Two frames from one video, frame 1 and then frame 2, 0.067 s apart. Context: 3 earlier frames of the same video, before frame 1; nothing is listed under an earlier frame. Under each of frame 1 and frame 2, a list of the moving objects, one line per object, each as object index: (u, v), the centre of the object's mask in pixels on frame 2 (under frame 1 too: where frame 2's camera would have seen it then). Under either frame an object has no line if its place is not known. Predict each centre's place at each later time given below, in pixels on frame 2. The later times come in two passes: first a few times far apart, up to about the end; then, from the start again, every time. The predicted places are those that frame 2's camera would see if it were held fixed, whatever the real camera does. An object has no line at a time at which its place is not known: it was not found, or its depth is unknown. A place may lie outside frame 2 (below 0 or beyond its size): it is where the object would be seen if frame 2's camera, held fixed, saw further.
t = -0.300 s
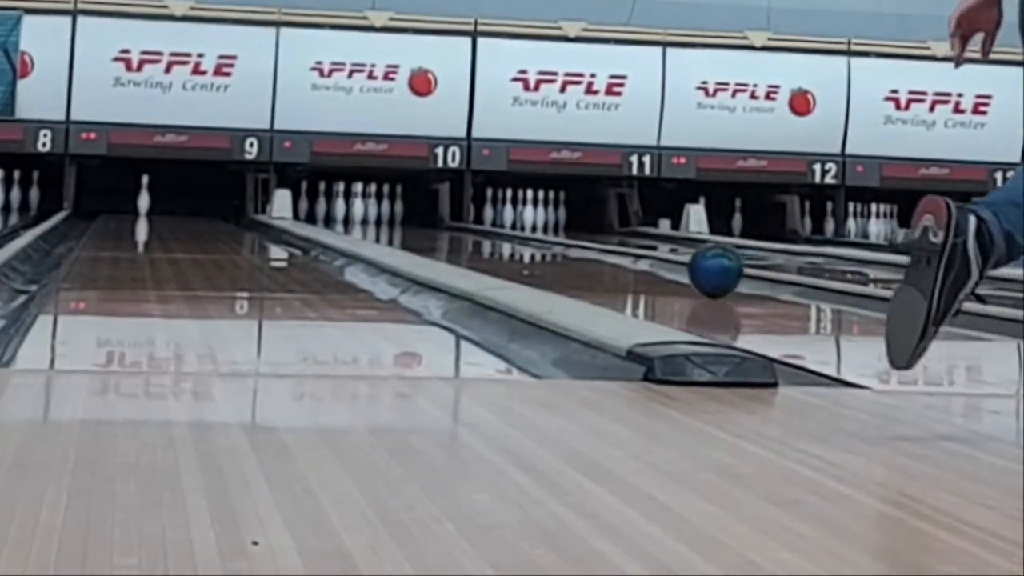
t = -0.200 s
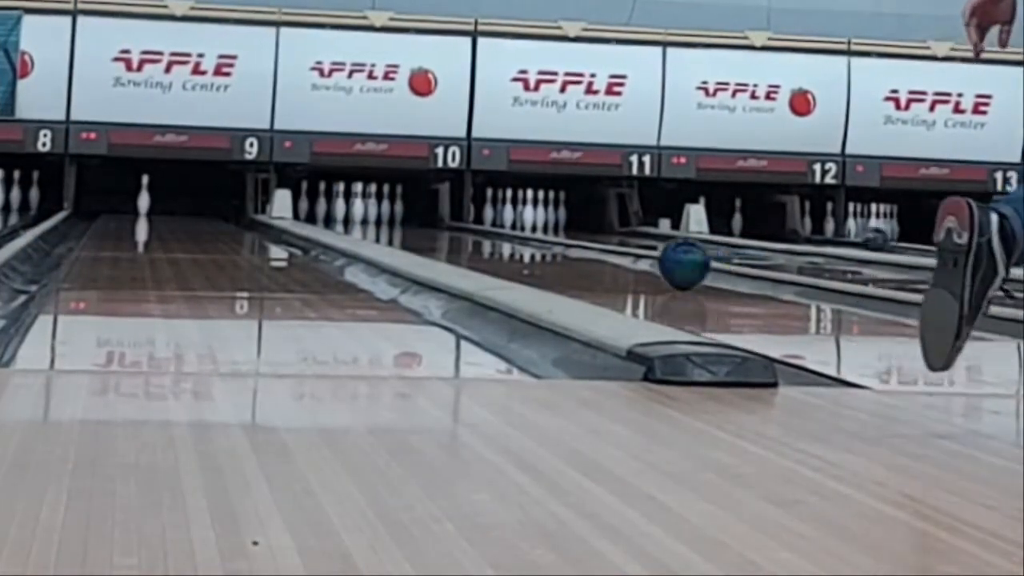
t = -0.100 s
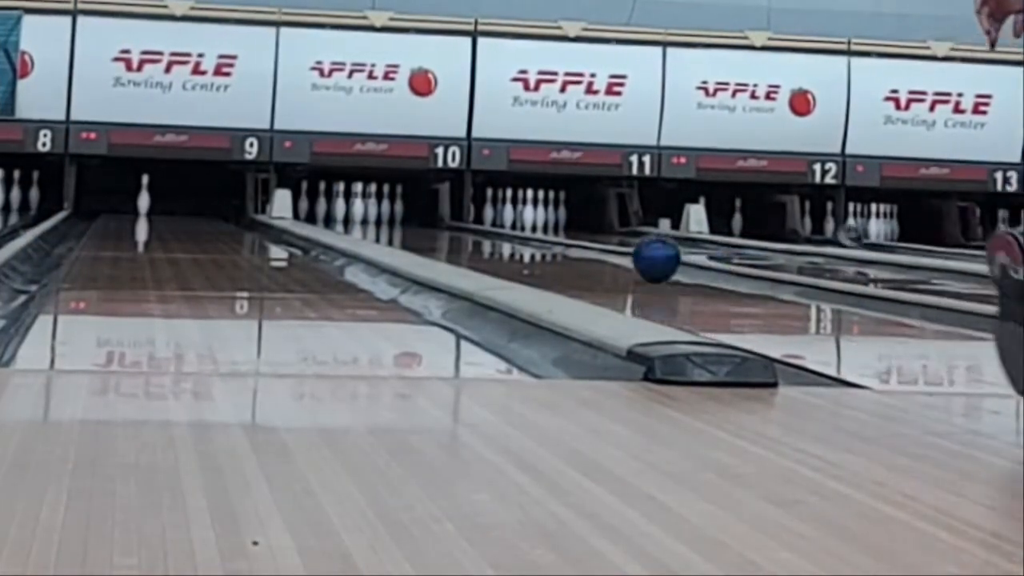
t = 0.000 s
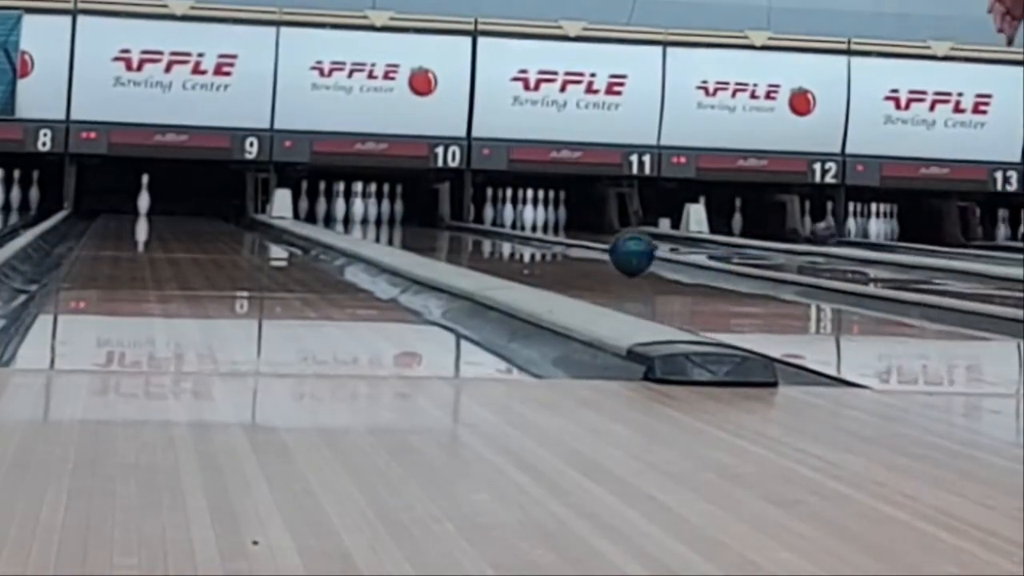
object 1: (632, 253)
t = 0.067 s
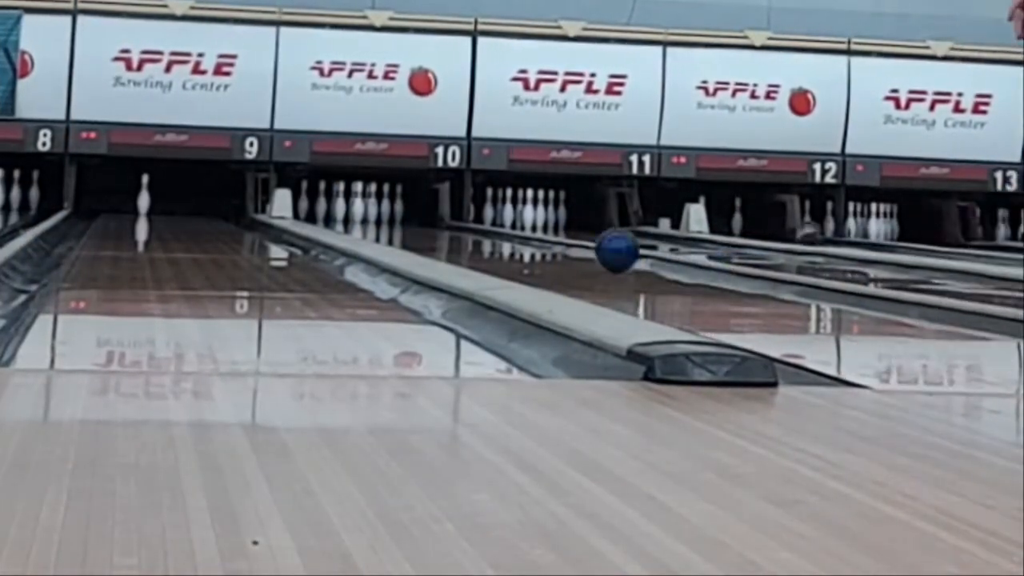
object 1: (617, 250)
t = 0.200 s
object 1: (590, 244)
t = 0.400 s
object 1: (556, 238)
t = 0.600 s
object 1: (526, 233)
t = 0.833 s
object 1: (495, 228)
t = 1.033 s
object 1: (471, 223)
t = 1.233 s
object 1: (447, 221)
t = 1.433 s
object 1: (421, 218)
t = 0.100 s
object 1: (609, 248)
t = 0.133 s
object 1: (603, 246)
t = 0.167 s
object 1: (596, 245)
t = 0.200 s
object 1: (590, 244)
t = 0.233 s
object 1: (584, 243)
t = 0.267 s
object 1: (578, 241)
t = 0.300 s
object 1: (572, 241)
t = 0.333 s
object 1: (567, 240)
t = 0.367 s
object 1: (561, 238)
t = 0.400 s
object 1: (556, 238)
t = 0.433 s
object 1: (550, 237)
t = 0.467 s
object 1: (546, 236)
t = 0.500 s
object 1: (540, 235)
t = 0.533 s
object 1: (535, 234)
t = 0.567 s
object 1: (530, 233)
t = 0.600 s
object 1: (526, 233)
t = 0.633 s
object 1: (521, 232)
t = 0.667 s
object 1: (517, 231)
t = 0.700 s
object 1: (512, 231)
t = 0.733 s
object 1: (508, 230)
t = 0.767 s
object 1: (503, 229)
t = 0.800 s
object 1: (499, 228)
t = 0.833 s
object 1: (495, 228)
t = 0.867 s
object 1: (491, 227)
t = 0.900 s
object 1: (487, 226)
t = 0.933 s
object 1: (484, 225)
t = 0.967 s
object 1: (480, 225)
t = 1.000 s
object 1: (475, 225)
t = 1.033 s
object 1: (471, 223)
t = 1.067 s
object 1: (466, 222)
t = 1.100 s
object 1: (462, 222)
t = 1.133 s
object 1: (460, 221)
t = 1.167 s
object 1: (456, 220)
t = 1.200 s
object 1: (454, 221)
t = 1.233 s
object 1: (447, 221)
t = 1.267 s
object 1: (442, 220)
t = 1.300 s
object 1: (437, 219)
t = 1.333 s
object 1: (433, 219)
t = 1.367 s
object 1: (431, 219)
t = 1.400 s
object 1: (424, 219)
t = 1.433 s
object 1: (421, 218)
